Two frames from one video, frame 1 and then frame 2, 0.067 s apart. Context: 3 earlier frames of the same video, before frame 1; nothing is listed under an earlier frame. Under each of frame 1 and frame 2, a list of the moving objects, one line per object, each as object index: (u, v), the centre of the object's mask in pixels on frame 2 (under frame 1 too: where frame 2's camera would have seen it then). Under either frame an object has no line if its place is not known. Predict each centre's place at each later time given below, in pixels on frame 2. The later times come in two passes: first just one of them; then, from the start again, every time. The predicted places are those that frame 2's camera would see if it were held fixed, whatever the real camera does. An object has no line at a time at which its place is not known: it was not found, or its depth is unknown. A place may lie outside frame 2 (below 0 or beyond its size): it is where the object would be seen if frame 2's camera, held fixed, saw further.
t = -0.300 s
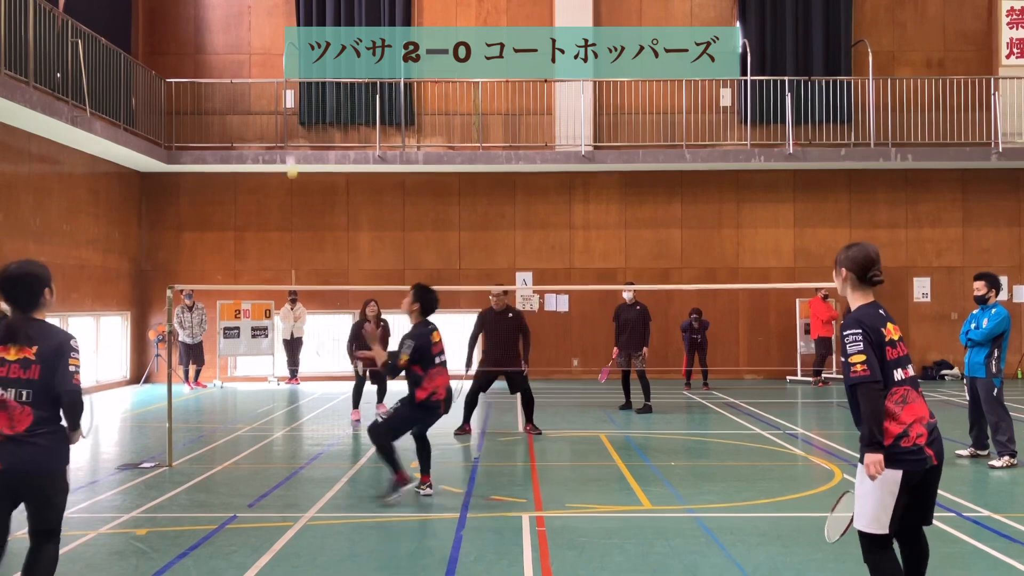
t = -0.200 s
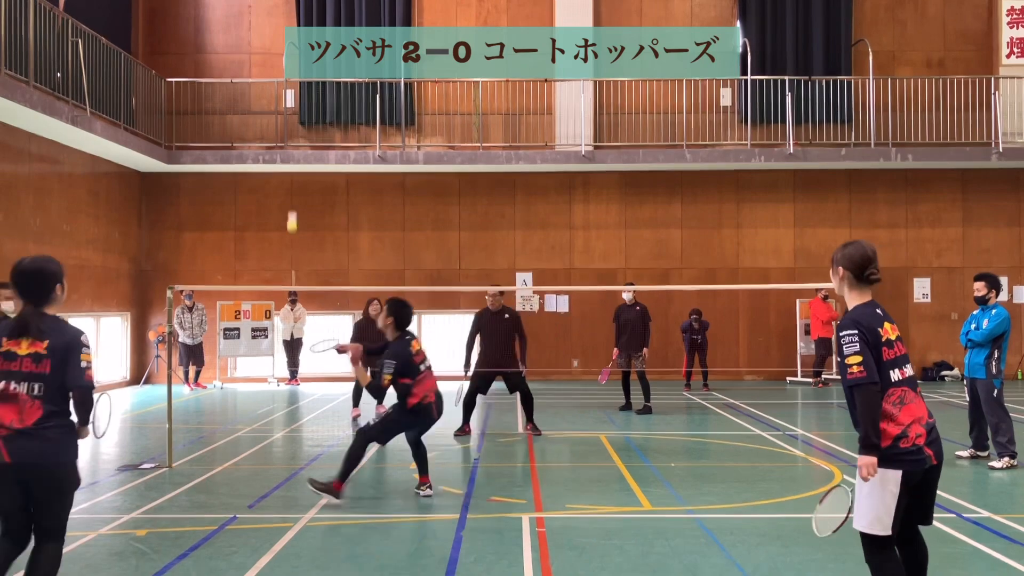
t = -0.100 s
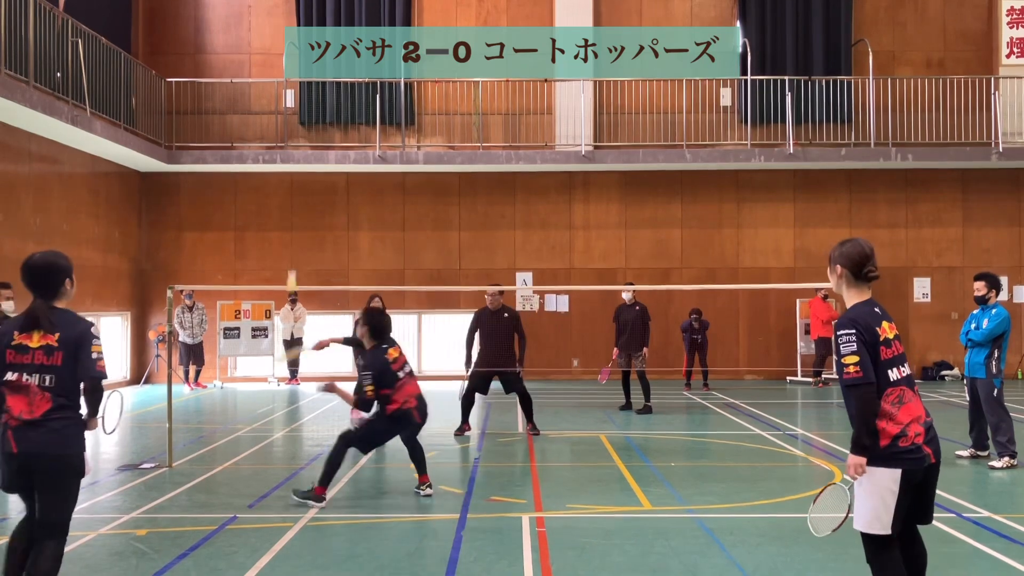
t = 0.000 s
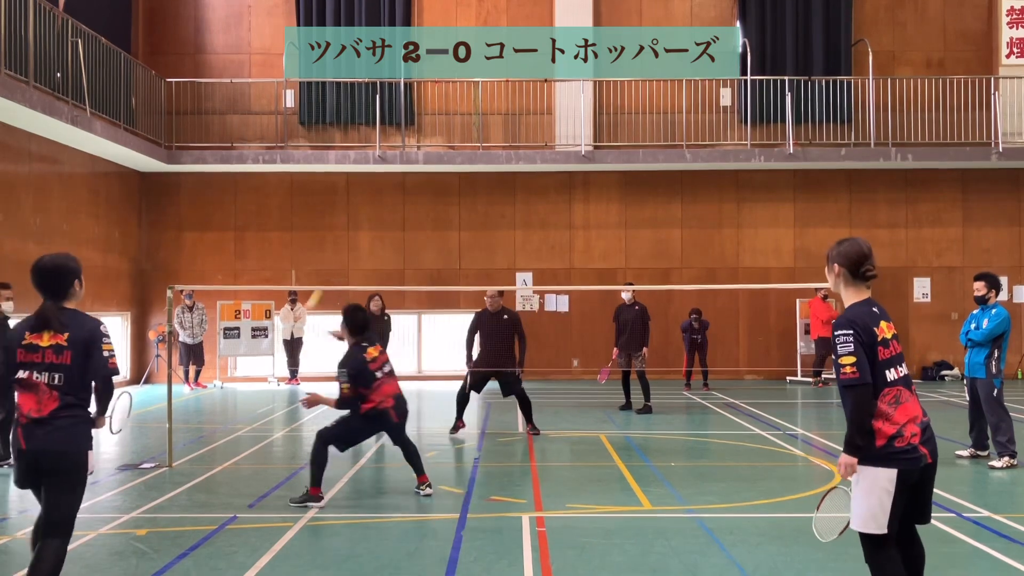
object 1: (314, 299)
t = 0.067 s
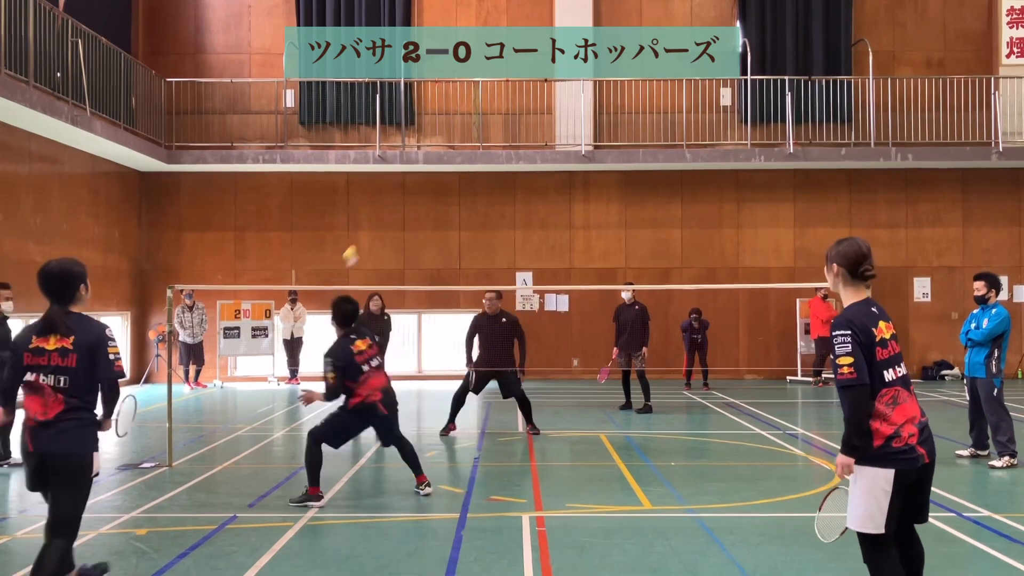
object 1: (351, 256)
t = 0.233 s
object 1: (402, 203)
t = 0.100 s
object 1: (365, 240)
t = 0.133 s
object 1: (378, 227)
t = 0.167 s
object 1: (389, 216)
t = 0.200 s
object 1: (393, 211)
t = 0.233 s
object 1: (402, 203)
